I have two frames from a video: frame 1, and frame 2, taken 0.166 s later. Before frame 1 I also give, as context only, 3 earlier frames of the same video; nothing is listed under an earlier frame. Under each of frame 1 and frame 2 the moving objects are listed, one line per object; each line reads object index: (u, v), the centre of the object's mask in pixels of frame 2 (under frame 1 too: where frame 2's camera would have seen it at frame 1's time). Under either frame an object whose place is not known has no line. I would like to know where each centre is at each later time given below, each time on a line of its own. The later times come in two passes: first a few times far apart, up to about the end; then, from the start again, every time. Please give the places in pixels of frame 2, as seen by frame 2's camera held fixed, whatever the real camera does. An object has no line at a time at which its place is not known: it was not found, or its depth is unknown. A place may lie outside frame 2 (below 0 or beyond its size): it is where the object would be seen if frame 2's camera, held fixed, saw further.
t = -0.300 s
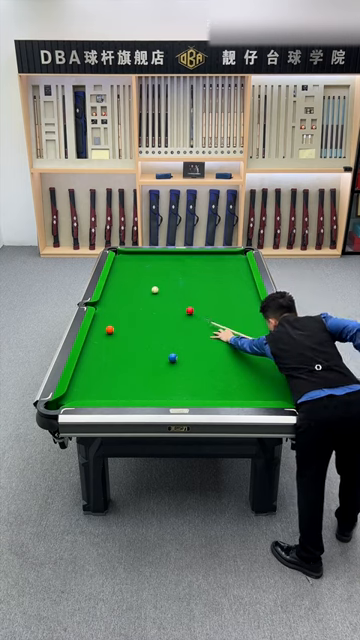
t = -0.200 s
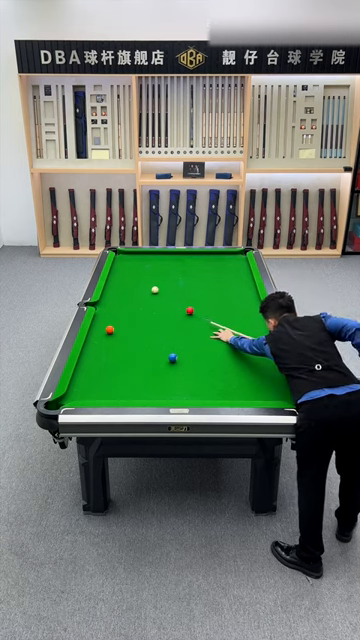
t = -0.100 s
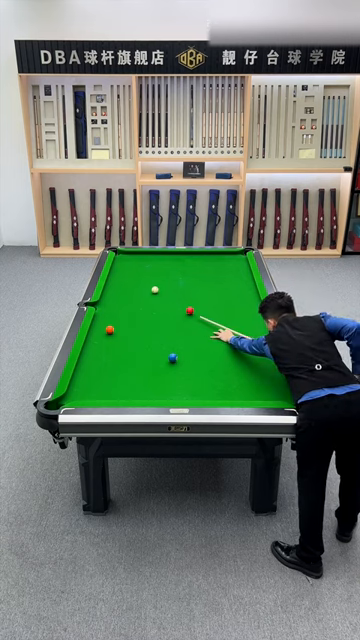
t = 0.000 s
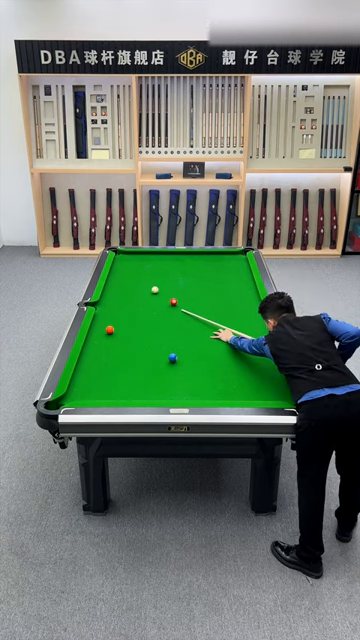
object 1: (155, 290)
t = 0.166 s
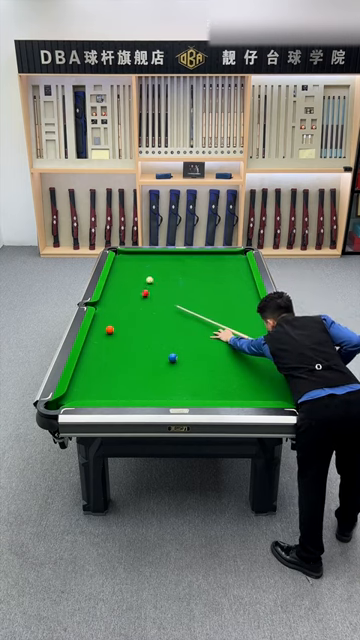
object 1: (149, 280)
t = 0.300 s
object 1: (143, 268)
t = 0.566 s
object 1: (133, 254)
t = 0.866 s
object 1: (119, 269)
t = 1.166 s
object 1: (110, 284)
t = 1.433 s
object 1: (111, 297)
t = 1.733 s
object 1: (112, 314)
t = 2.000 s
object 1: (117, 327)
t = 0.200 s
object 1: (147, 277)
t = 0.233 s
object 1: (146, 273)
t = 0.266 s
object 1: (144, 271)
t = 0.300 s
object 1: (143, 268)
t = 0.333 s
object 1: (142, 265)
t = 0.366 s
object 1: (140, 263)
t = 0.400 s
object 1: (139, 261)
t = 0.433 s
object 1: (138, 258)
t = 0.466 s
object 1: (136, 256)
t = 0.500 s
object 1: (135, 254)
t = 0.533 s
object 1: (134, 252)
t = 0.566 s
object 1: (133, 254)
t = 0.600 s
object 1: (131, 256)
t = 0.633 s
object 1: (130, 258)
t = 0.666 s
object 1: (128, 259)
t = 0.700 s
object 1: (127, 261)
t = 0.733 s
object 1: (125, 263)
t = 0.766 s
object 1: (123, 264)
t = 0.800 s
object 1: (122, 266)
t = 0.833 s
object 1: (120, 267)
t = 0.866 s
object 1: (119, 269)
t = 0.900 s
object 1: (117, 271)
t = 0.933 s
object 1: (115, 272)
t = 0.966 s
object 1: (114, 274)
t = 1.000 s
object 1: (112, 275)
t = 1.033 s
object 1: (110, 277)
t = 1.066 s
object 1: (110, 279)
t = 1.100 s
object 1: (110, 281)
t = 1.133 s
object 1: (110, 282)
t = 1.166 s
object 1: (110, 284)
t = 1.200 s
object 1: (110, 285)
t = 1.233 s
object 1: (110, 287)
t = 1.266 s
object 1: (110, 289)
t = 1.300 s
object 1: (110, 291)
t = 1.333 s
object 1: (111, 292)
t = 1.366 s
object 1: (111, 294)
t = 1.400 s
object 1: (111, 296)
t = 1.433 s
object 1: (111, 297)
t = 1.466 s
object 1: (111, 299)
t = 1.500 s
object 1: (111, 301)
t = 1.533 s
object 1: (111, 303)
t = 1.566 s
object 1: (111, 305)
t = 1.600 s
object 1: (111, 306)
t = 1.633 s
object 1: (112, 308)
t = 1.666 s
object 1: (112, 310)
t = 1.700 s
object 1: (112, 312)
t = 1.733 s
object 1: (112, 314)
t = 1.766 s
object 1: (112, 316)
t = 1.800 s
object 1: (112, 318)
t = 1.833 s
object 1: (112, 320)
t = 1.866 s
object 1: (113, 322)
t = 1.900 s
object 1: (113, 324)
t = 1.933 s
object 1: (114, 326)
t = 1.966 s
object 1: (115, 327)
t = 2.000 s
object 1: (117, 327)
